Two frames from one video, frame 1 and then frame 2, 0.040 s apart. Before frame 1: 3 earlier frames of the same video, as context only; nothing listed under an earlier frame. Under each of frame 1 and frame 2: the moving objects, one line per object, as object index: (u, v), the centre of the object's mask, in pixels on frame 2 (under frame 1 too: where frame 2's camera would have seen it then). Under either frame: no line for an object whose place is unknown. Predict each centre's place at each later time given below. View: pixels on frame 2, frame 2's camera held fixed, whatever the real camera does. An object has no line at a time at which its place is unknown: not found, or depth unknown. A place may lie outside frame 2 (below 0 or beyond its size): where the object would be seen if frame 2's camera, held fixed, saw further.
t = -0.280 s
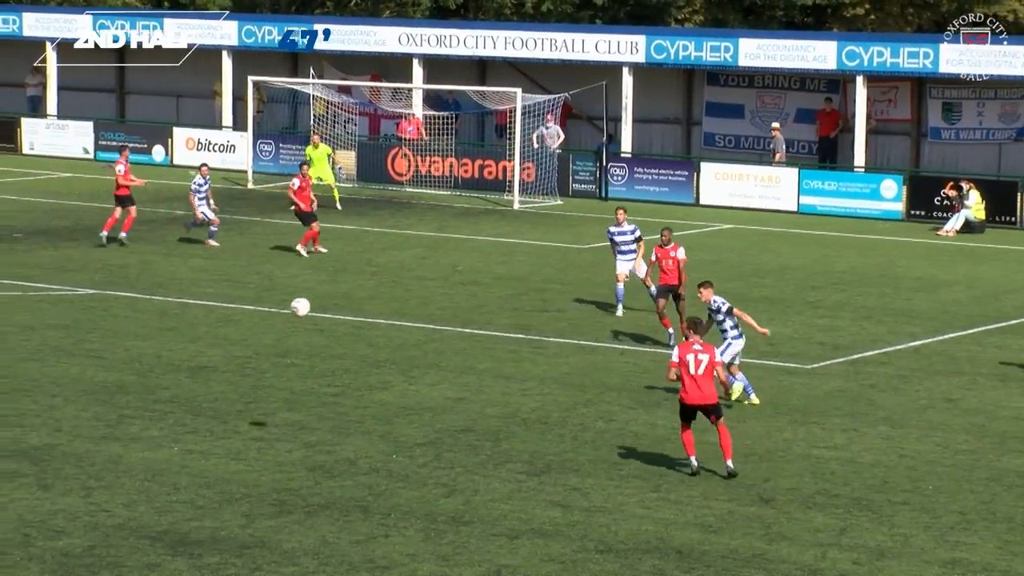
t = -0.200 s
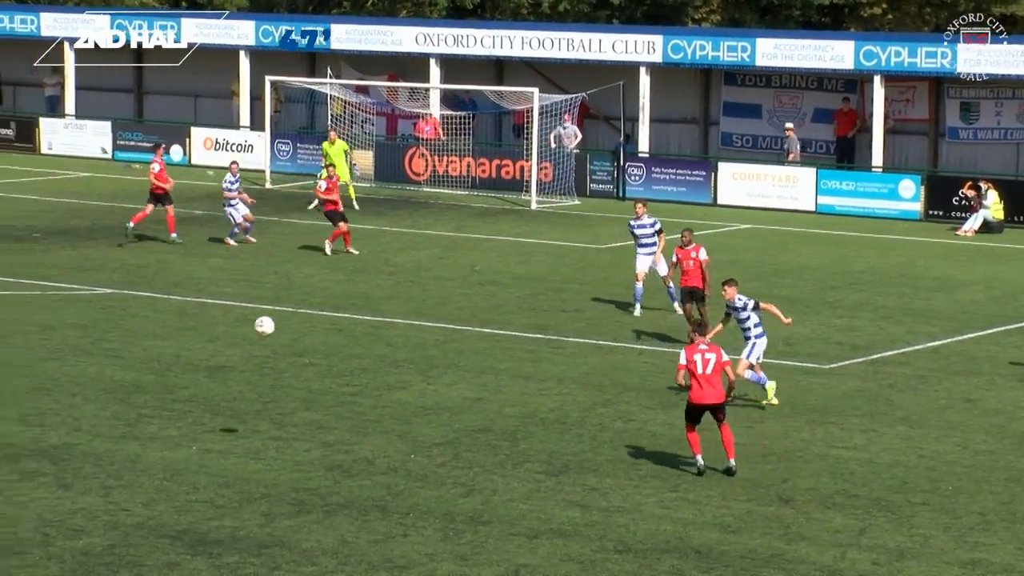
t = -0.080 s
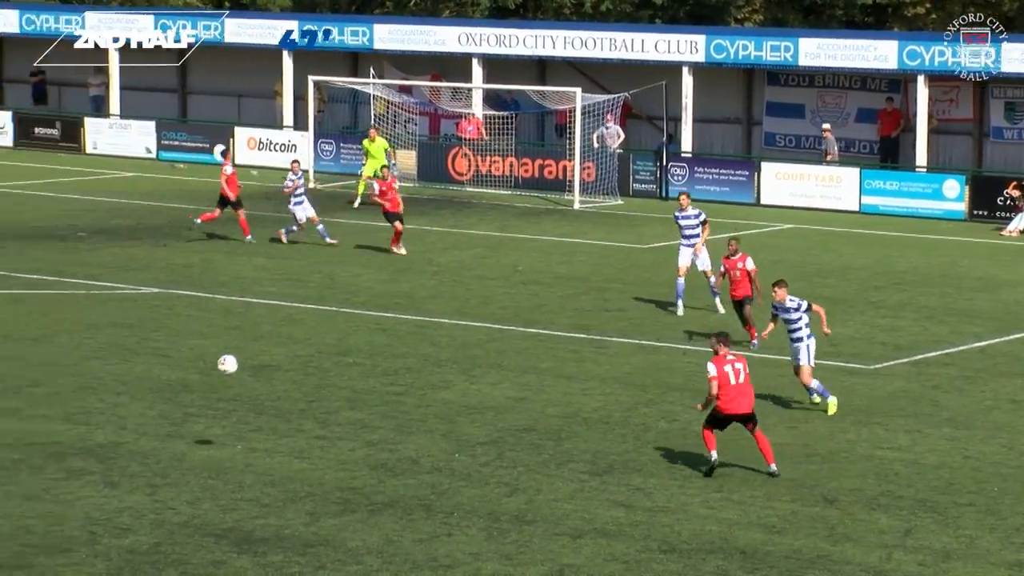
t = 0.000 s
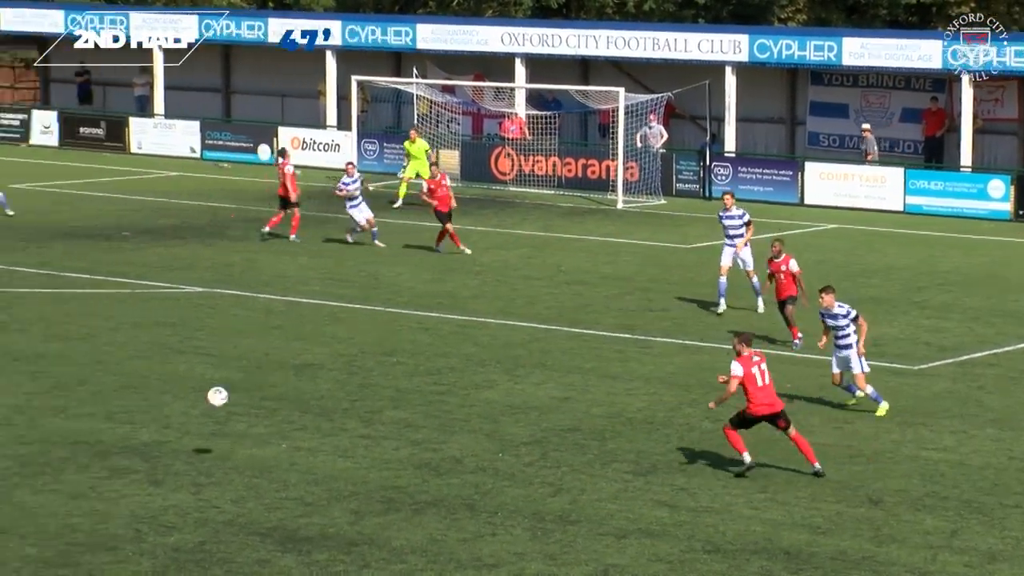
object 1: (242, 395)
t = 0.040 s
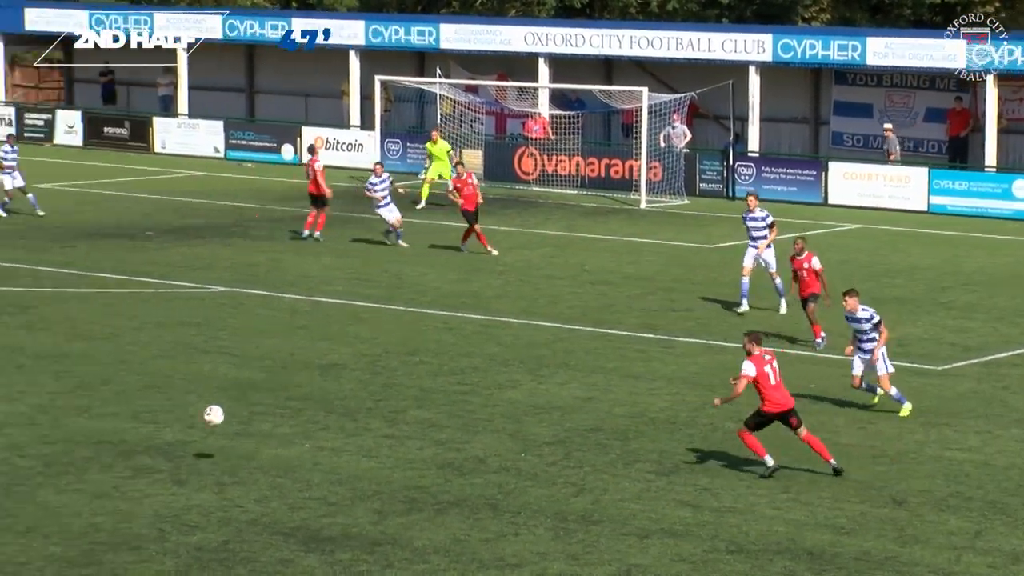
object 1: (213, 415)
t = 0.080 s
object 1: (186, 436)
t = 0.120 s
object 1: (157, 458)
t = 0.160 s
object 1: (142, 451)
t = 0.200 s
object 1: (130, 438)
